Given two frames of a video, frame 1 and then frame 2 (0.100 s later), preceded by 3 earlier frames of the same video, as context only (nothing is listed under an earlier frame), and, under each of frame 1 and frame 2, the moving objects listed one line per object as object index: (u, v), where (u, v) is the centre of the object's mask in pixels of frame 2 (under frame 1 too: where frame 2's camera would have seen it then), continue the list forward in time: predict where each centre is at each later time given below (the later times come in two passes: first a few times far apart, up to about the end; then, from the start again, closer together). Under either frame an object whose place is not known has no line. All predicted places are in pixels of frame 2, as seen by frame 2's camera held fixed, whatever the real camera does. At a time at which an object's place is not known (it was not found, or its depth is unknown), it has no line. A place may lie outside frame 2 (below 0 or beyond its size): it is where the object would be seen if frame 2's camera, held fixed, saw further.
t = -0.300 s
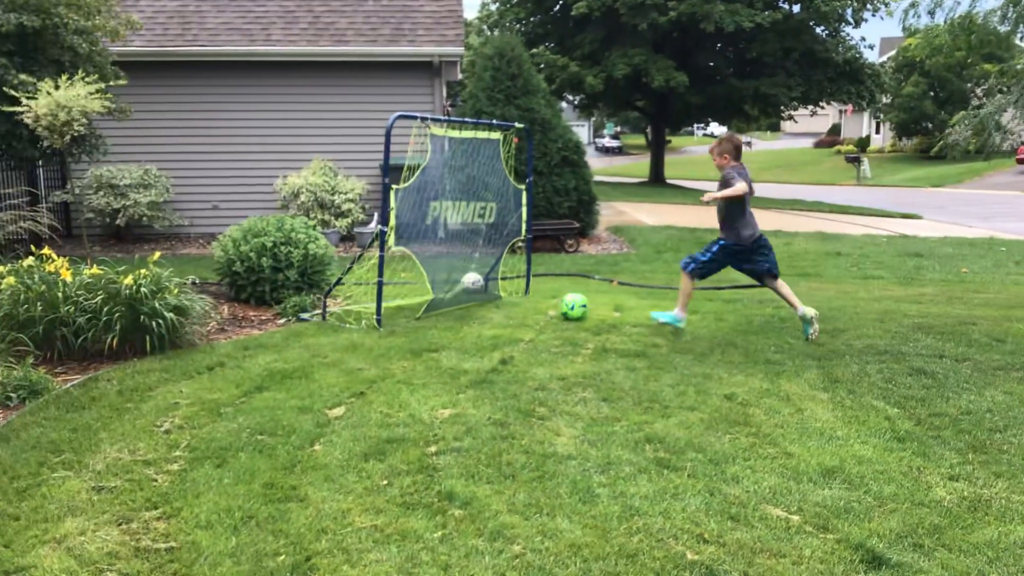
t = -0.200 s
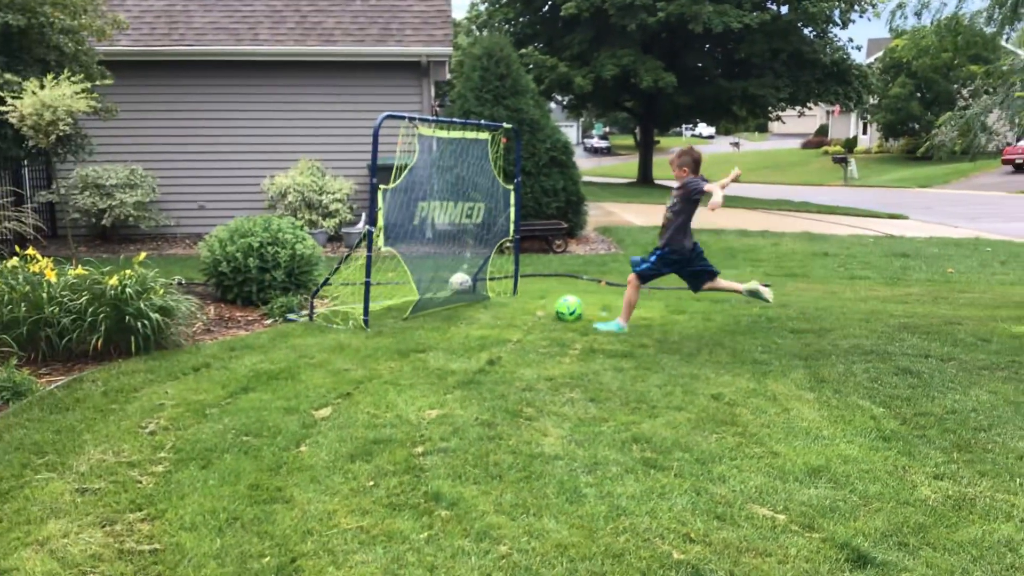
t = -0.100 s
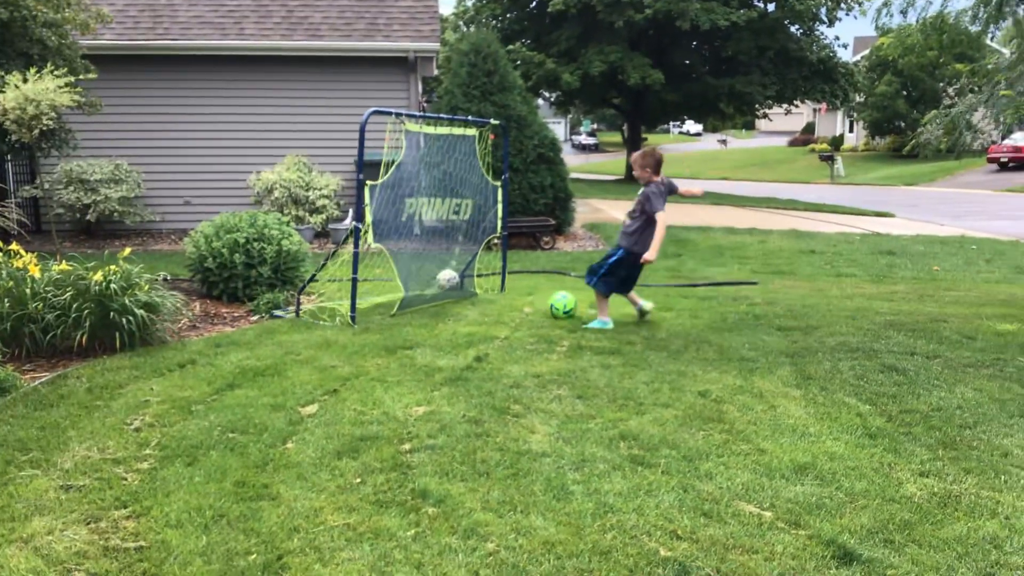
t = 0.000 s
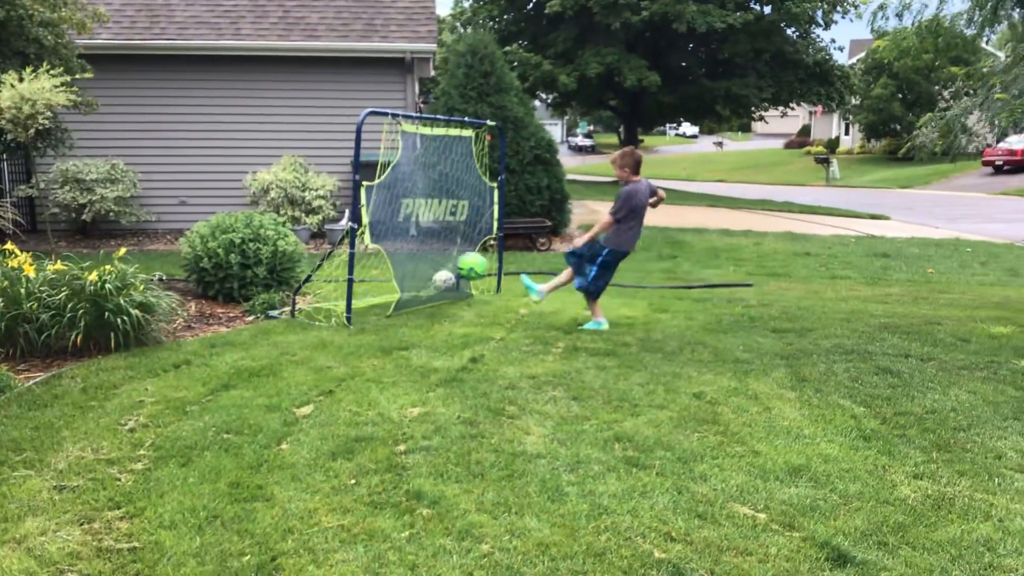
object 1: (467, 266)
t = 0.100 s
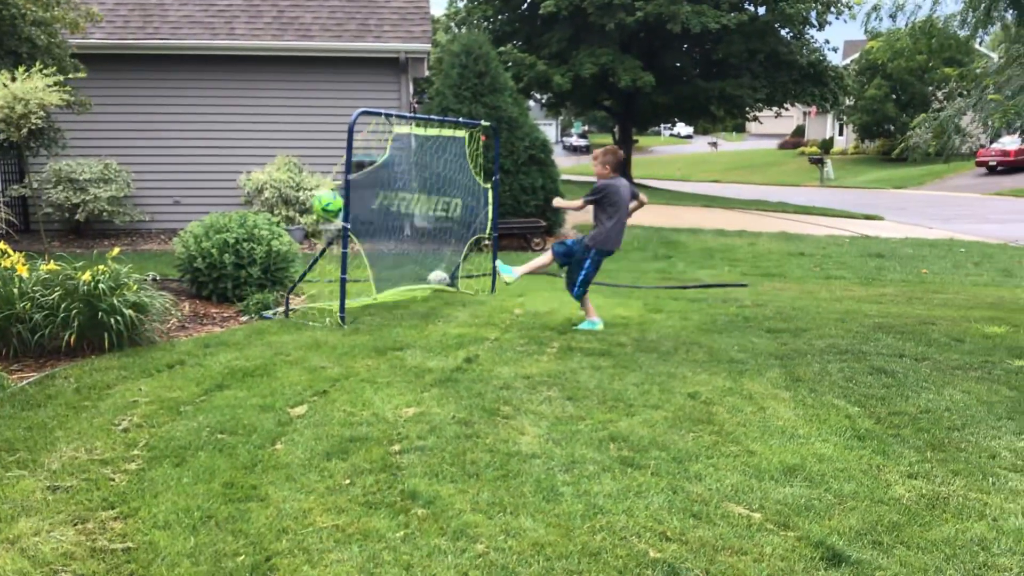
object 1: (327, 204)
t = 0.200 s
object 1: (326, 182)
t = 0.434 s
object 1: (318, 189)
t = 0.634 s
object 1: (308, 254)
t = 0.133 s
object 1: (327, 193)
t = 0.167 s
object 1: (327, 187)
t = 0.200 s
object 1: (326, 182)
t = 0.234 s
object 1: (325, 179)
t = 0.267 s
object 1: (325, 177)
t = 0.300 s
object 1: (323, 176)
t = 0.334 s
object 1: (322, 178)
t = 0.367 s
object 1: (320, 181)
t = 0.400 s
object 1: (319, 185)
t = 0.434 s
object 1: (318, 189)
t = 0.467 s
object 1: (317, 197)
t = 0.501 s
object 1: (316, 207)
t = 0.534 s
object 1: (314, 216)
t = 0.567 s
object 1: (312, 228)
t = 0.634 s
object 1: (308, 254)
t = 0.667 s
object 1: (307, 268)
